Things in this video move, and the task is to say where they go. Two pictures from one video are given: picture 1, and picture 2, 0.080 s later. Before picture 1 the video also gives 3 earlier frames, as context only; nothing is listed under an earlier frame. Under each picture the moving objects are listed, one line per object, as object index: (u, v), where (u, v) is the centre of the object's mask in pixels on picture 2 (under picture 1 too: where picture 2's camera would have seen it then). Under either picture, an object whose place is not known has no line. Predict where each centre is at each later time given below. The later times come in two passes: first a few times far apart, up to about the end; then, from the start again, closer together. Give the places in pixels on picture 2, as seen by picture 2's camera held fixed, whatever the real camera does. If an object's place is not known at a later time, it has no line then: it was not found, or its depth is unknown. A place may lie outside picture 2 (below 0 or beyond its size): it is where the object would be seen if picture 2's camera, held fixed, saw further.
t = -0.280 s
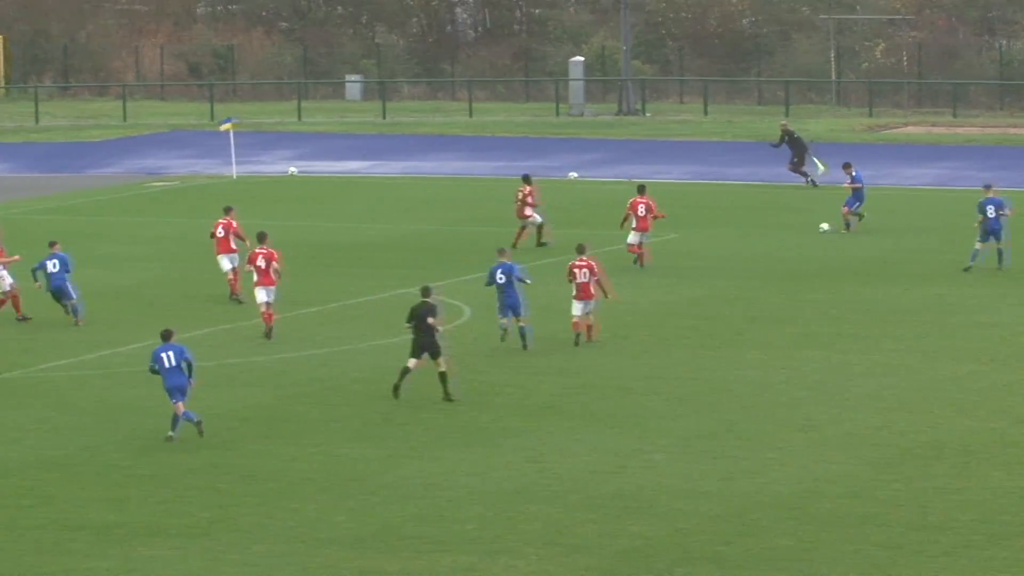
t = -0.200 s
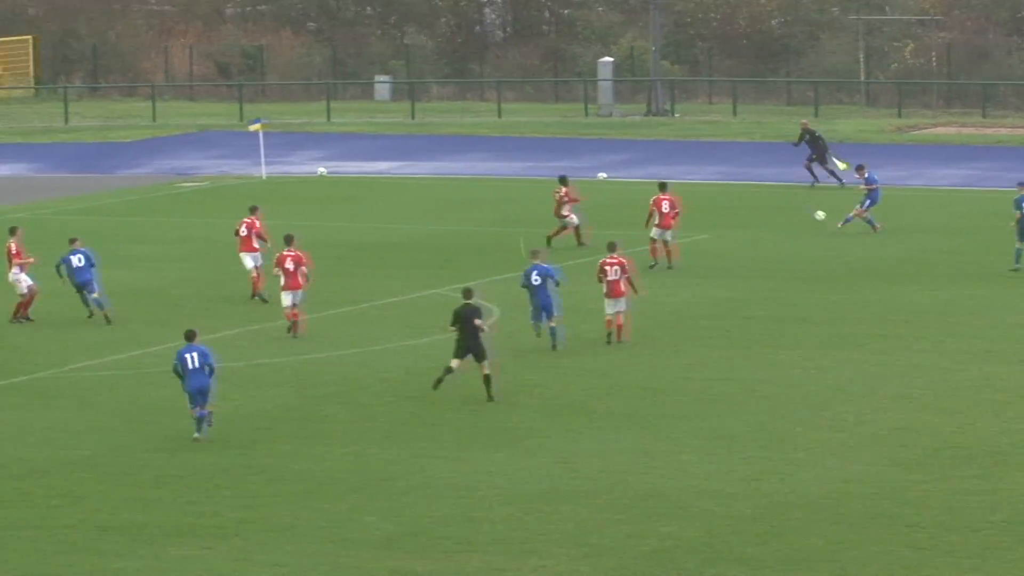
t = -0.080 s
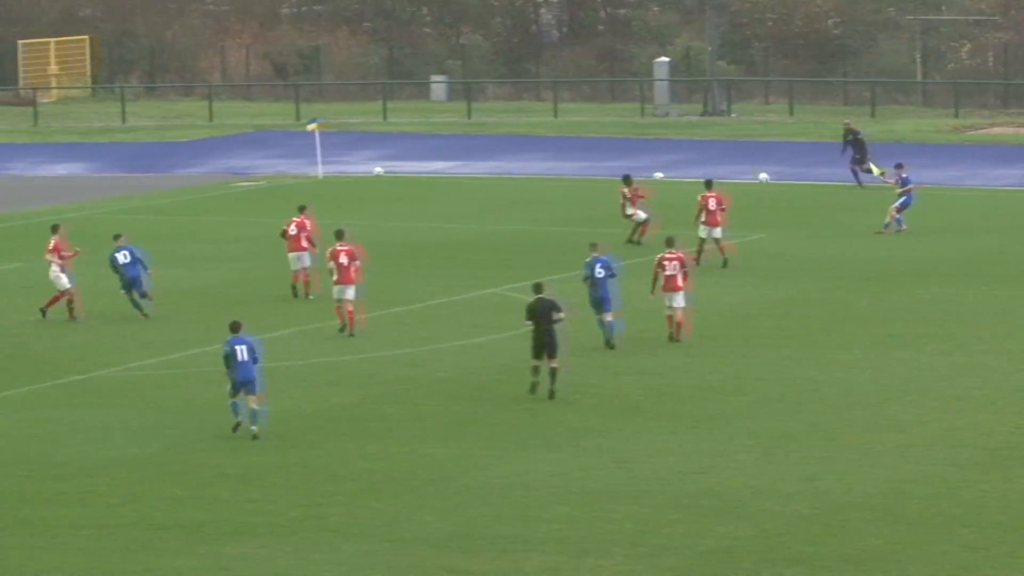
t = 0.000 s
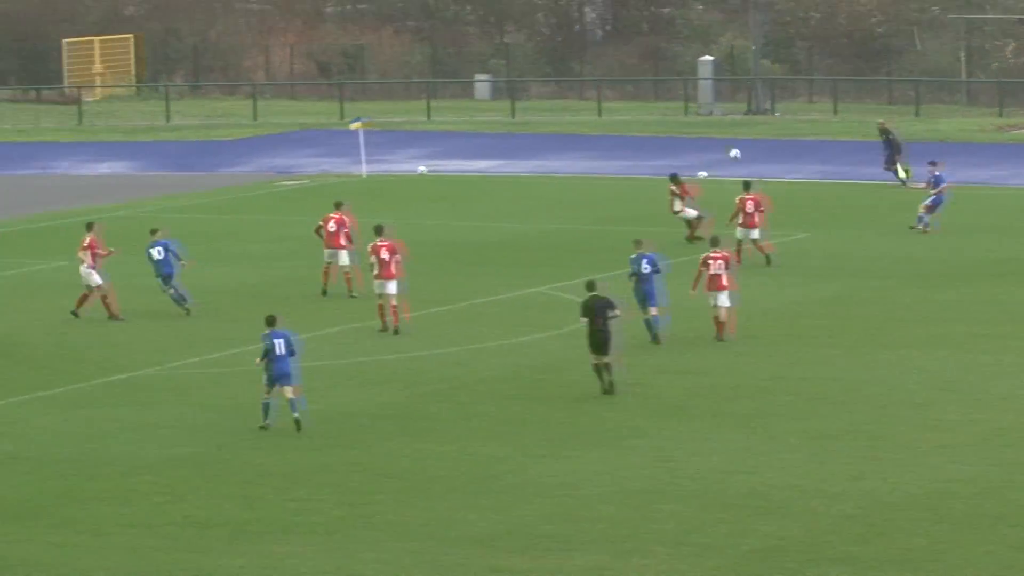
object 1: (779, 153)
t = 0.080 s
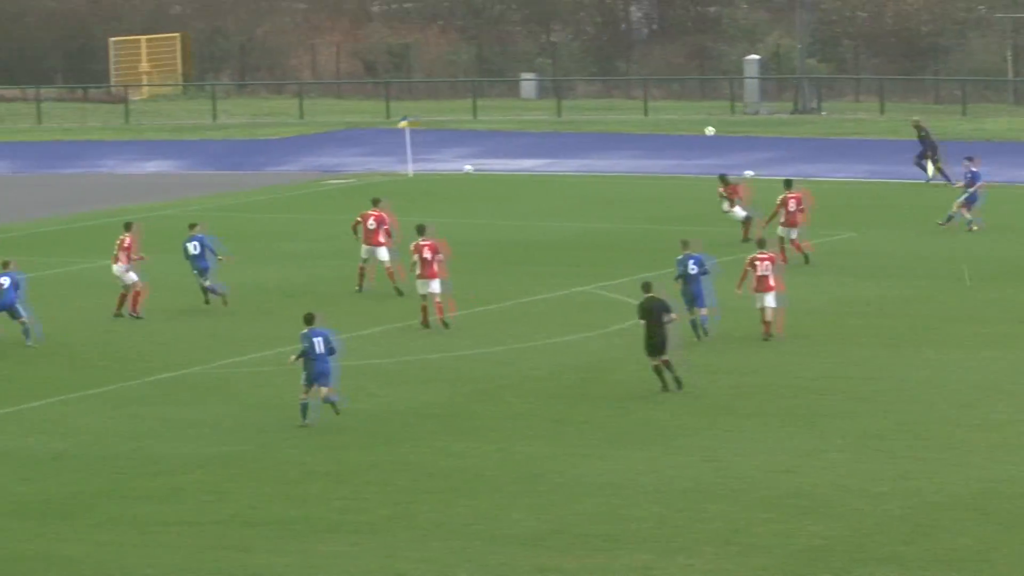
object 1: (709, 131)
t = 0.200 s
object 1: (608, 104)
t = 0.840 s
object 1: (90, 31)
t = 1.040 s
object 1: (-72, 36)
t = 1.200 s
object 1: (-205, 53)
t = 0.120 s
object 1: (676, 122)
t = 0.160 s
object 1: (641, 113)
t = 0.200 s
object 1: (608, 104)
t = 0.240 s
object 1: (575, 96)
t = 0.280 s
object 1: (542, 88)
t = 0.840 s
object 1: (90, 31)
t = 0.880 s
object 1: (58, 30)
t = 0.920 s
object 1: (26, 31)
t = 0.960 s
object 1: (-7, 32)
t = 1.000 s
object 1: (-39, 33)
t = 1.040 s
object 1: (-72, 36)
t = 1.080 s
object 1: (-105, 38)
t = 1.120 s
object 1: (-138, 43)
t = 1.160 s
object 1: (-171, 48)
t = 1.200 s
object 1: (-205, 53)
